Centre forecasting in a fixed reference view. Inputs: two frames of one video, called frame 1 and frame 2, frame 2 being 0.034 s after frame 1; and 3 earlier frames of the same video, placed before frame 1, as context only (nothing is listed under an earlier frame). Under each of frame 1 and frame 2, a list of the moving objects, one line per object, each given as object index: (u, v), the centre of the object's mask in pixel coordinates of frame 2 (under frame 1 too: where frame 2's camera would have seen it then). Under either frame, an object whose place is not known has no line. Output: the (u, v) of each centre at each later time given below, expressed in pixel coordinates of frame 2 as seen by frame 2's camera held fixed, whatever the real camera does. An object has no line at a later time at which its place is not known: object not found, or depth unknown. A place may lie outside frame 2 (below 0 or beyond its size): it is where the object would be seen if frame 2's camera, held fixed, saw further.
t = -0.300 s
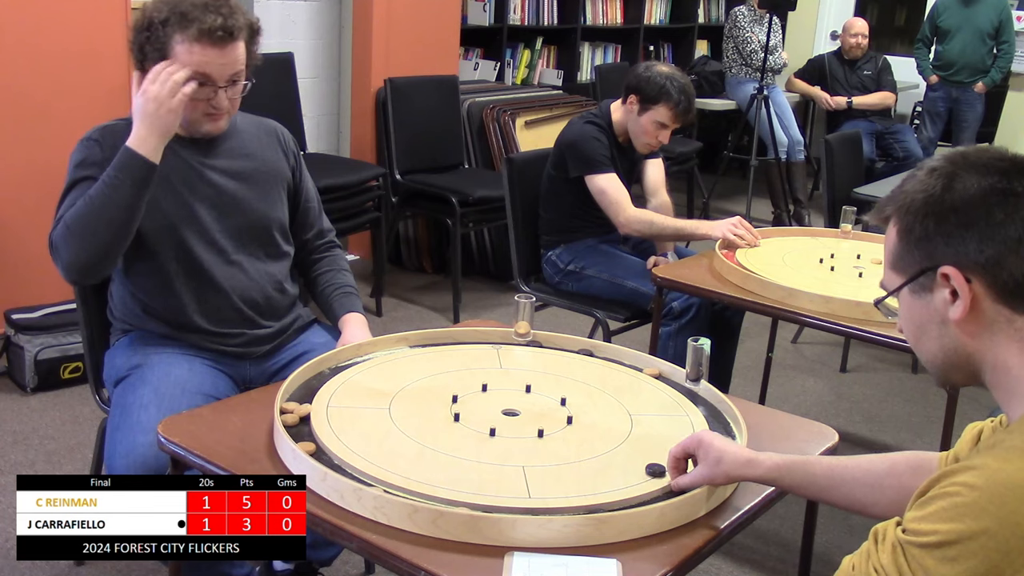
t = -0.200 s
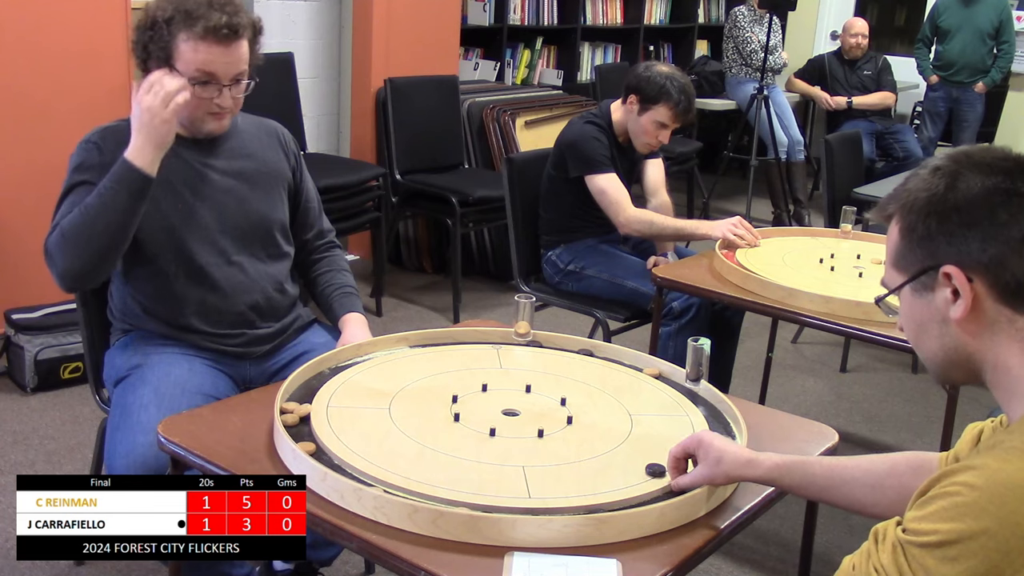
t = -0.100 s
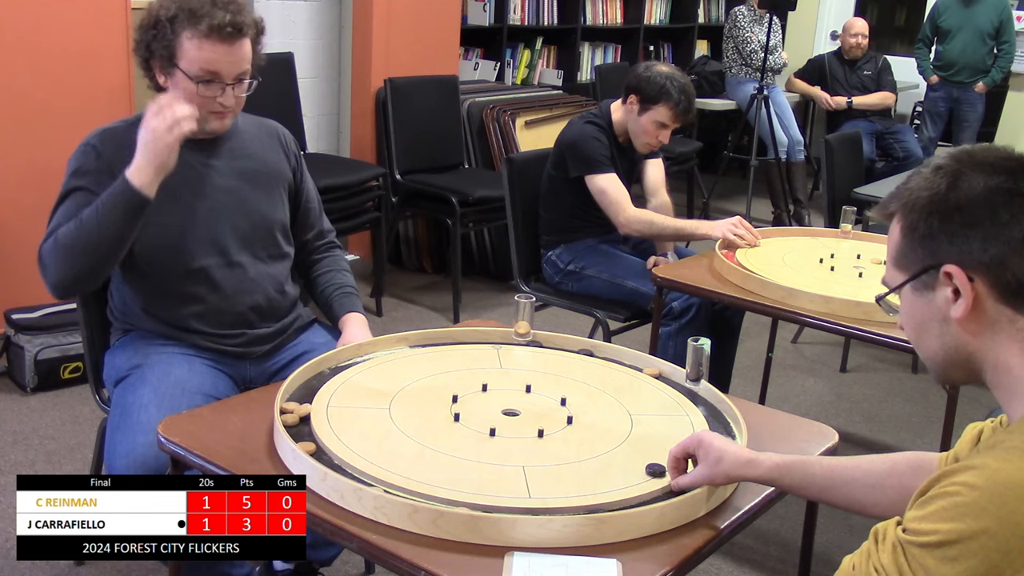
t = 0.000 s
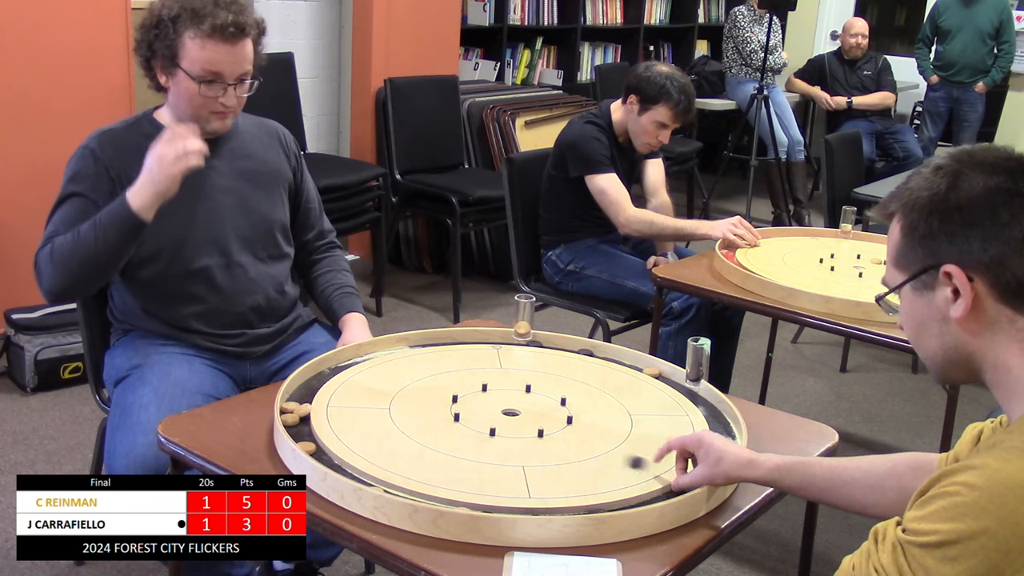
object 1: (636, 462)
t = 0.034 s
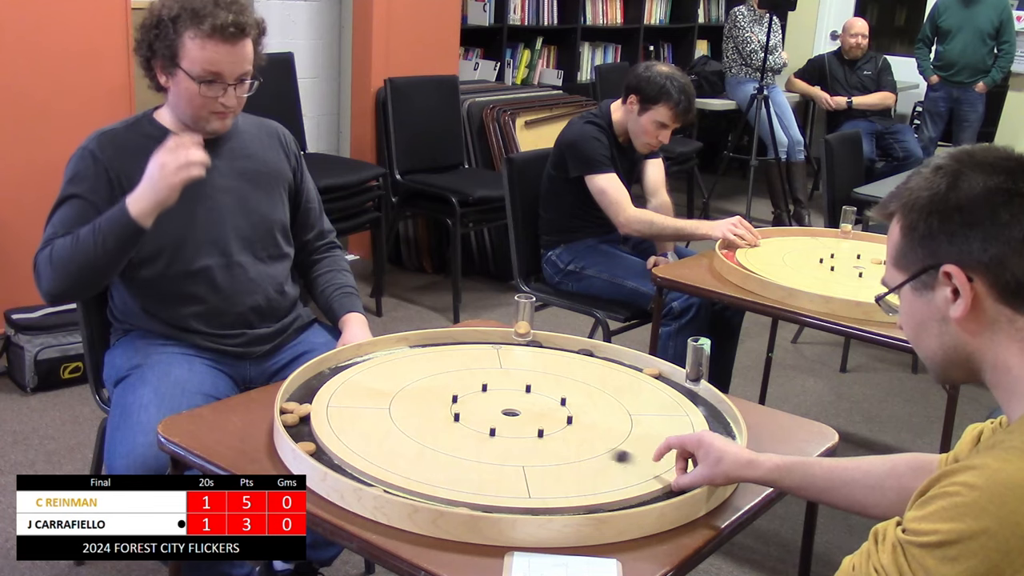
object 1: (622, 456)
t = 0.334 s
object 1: (526, 416)
